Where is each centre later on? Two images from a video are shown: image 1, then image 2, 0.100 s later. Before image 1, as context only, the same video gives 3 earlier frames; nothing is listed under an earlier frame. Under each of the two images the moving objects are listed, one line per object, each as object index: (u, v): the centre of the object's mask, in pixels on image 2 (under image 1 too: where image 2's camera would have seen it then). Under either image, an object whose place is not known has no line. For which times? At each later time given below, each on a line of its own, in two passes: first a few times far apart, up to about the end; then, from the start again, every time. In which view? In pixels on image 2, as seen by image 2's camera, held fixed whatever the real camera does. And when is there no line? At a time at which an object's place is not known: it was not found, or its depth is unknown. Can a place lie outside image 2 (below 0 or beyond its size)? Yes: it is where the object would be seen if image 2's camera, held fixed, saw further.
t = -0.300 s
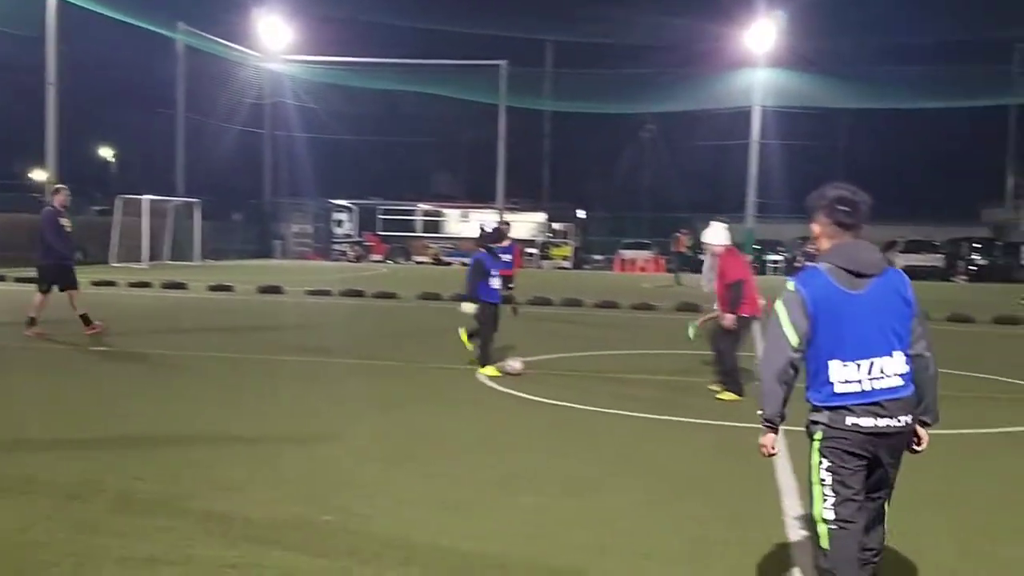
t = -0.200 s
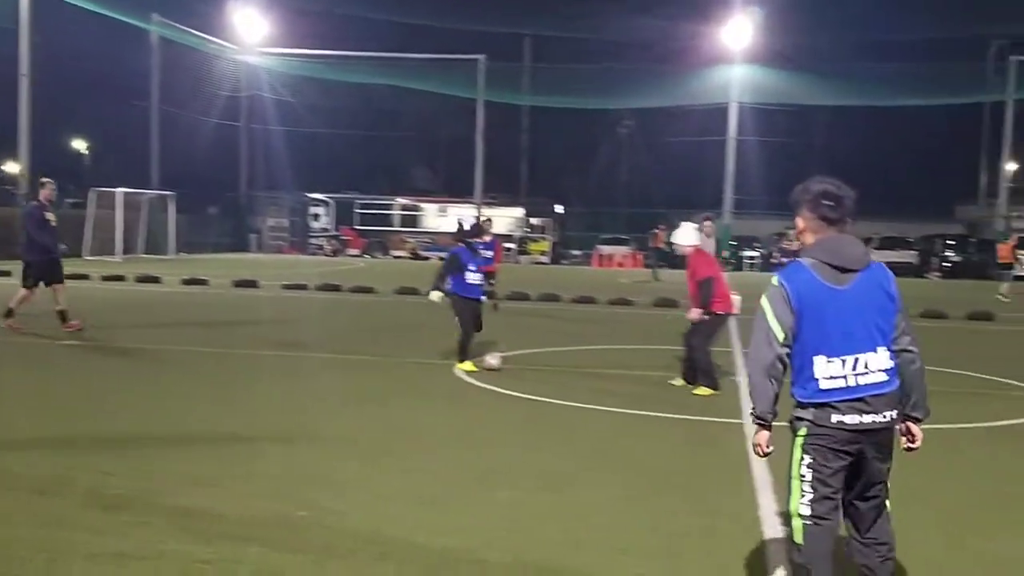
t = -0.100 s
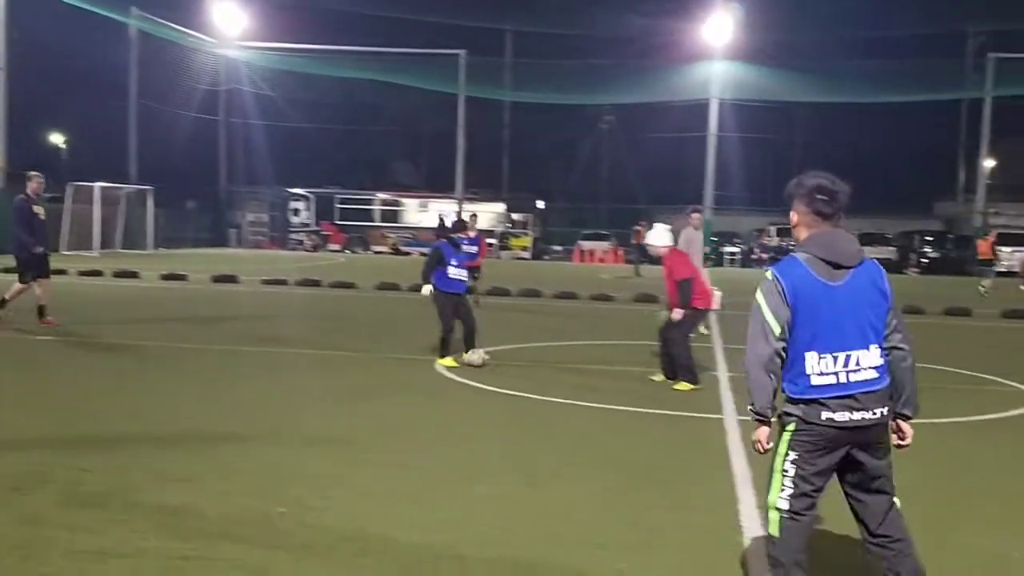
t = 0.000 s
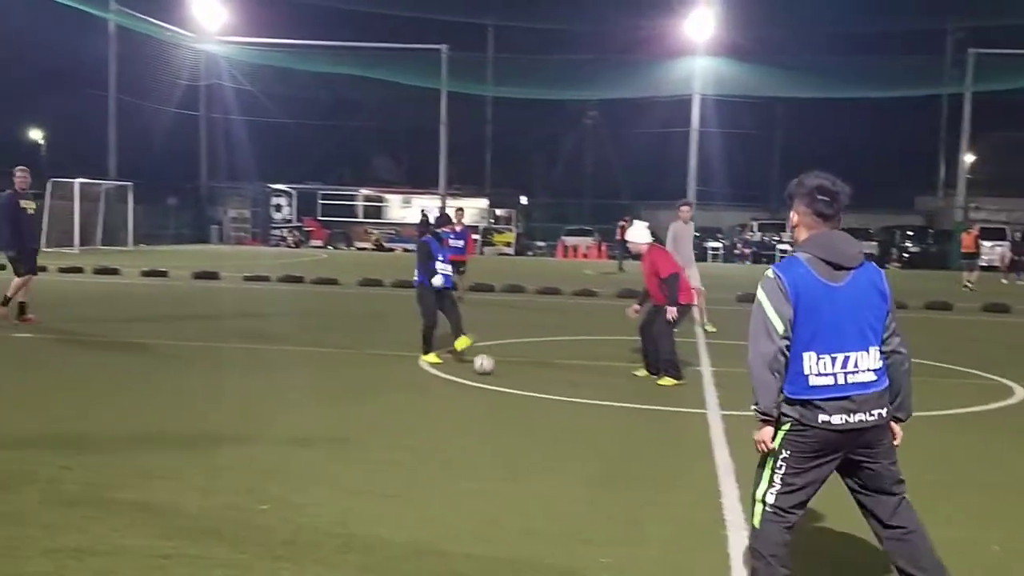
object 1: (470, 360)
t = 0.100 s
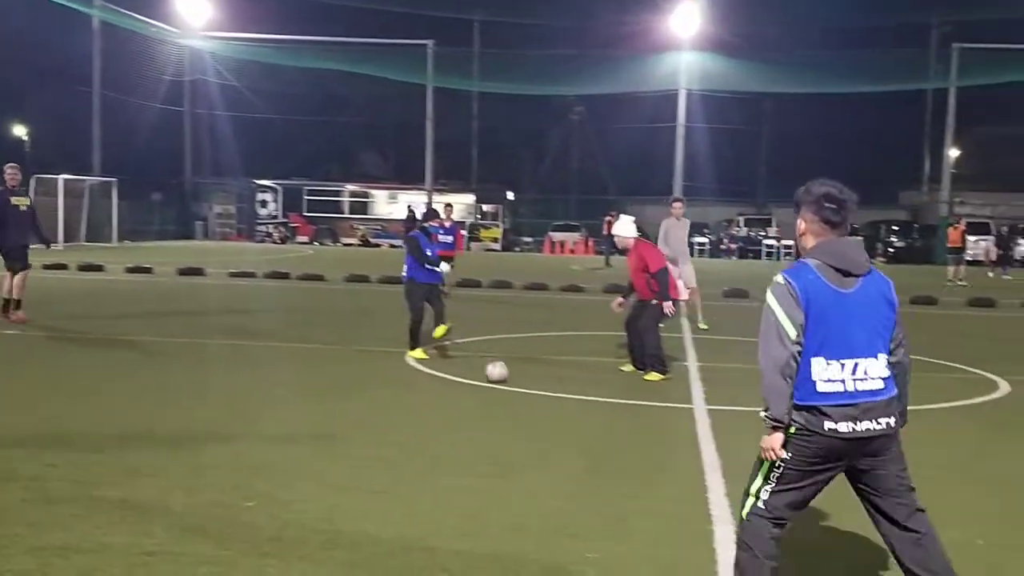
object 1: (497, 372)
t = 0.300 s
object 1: (552, 399)
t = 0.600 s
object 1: (650, 447)
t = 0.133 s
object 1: (506, 375)
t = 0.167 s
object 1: (514, 379)
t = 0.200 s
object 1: (524, 384)
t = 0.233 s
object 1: (533, 389)
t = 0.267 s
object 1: (542, 394)
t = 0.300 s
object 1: (552, 399)
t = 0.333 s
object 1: (562, 404)
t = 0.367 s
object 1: (572, 409)
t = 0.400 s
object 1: (582, 414)
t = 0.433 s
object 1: (592, 418)
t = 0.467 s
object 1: (602, 424)
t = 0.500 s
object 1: (614, 429)
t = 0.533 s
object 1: (625, 435)
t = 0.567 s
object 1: (637, 440)
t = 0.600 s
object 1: (650, 447)
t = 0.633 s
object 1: (662, 452)
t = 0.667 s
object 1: (675, 459)
